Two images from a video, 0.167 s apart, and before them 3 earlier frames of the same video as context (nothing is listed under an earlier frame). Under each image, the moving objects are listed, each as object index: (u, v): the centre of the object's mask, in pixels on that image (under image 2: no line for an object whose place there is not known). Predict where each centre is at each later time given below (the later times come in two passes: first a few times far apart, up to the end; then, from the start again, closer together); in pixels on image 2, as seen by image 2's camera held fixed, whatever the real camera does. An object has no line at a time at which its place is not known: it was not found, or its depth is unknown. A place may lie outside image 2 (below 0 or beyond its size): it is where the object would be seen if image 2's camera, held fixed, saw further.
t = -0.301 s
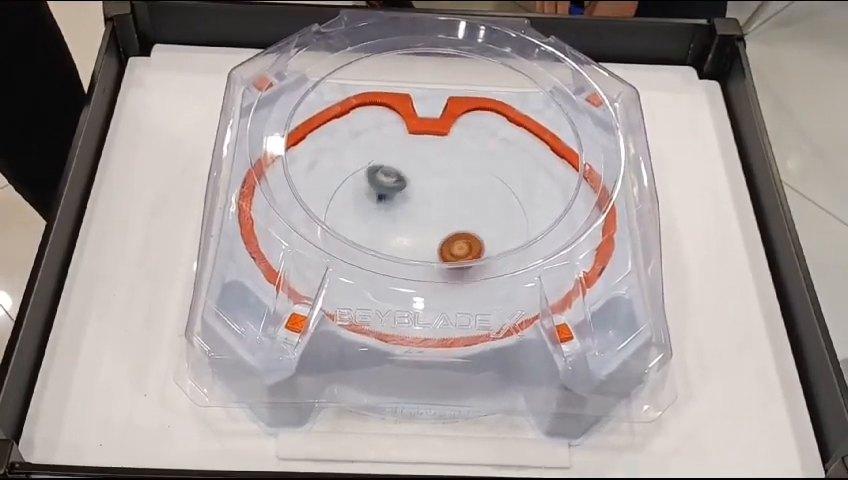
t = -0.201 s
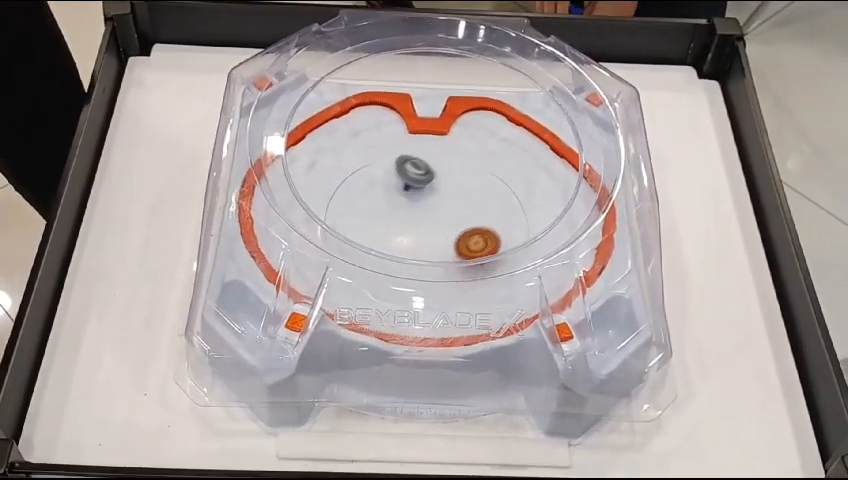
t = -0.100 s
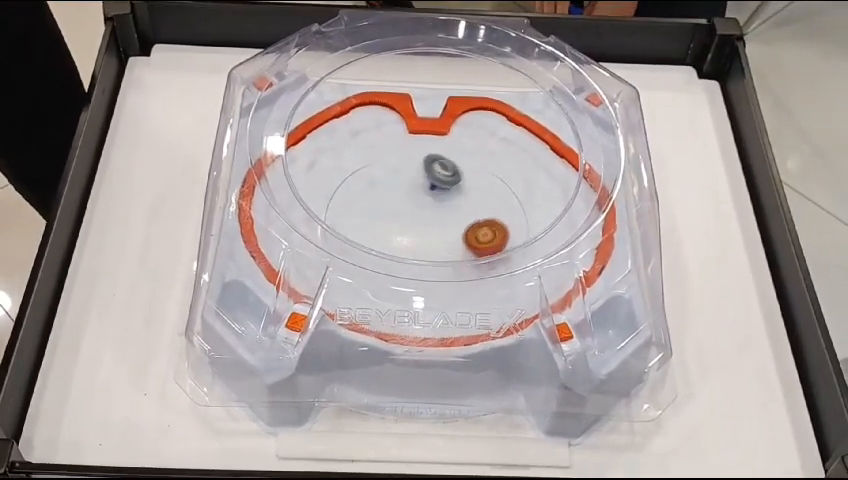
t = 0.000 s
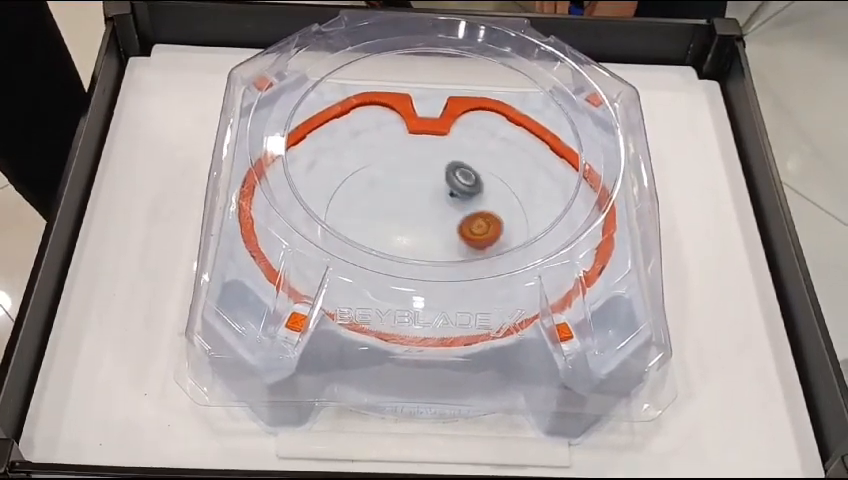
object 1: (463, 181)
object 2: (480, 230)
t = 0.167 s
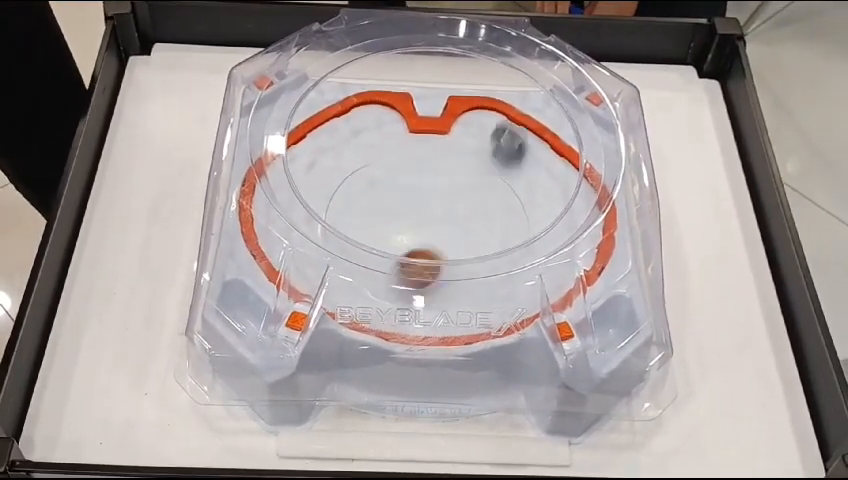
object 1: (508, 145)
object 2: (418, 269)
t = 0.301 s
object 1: (530, 71)
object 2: (359, 304)
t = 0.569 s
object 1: (454, 186)
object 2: (365, 283)
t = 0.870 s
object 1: (519, 201)
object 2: (234, 302)
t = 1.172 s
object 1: (443, 208)
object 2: (333, 184)
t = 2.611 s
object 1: (400, 192)
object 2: (493, 139)
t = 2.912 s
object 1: (470, 240)
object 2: (432, 192)
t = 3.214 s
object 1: (539, 289)
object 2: (407, 228)
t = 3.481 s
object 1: (531, 251)
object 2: (423, 263)
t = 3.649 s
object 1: (500, 234)
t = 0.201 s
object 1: (520, 127)
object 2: (400, 282)
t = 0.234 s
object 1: (525, 96)
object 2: (385, 288)
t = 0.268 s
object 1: (528, 73)
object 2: (370, 294)
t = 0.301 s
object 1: (530, 71)
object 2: (359, 304)
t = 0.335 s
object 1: (529, 82)
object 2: (359, 297)
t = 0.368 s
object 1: (528, 102)
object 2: (360, 296)
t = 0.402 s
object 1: (521, 114)
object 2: (361, 295)
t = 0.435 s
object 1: (509, 125)
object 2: (362, 292)
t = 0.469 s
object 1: (496, 145)
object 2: (363, 292)
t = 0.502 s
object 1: (484, 154)
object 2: (364, 288)
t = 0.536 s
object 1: (469, 166)
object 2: (364, 287)
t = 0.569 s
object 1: (454, 186)
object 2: (365, 283)
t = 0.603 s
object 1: (439, 202)
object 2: (366, 280)
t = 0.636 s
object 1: (424, 219)
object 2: (366, 277)
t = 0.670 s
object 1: (411, 232)
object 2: (366, 271)
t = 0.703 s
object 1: (400, 241)
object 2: (365, 268)
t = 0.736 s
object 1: (407, 241)
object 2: (350, 264)
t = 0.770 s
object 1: (437, 221)
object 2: (311, 264)
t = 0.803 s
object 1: (464, 207)
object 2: (271, 273)
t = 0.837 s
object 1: (492, 199)
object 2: (230, 289)
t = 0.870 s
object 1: (519, 201)
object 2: (234, 302)
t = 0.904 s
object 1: (517, 193)
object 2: (257, 314)
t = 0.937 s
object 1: (511, 189)
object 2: (258, 322)
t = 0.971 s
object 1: (503, 194)
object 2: (258, 290)
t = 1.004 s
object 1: (496, 192)
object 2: (275, 265)
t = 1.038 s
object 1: (486, 191)
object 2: (283, 246)
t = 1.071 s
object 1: (475, 198)
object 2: (296, 236)
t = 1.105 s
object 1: (465, 200)
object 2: (308, 218)
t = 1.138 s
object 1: (454, 204)
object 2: (321, 196)
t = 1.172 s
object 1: (443, 208)
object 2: (333, 184)
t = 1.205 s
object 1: (432, 214)
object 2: (347, 171)
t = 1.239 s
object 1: (421, 219)
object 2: (363, 155)
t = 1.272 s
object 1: (412, 224)
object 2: (379, 147)
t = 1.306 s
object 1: (403, 231)
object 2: (398, 138)
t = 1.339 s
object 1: (397, 235)
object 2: (416, 133)
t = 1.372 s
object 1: (392, 238)
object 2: (433, 128)
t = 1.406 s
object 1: (386, 248)
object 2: (447, 128)
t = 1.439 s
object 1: (383, 254)
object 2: (464, 129)
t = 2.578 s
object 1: (396, 186)
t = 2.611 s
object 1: (400, 192)
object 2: (493, 139)
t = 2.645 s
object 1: (404, 197)
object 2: (482, 142)
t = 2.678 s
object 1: (410, 202)
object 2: (473, 146)
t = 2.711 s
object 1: (417, 207)
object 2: (464, 151)
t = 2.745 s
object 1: (424, 213)
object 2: (457, 158)
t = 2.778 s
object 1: (431, 217)
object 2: (450, 165)
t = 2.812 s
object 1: (440, 221)
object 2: (445, 174)
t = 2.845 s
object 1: (449, 225)
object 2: (441, 184)
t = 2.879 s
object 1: (457, 228)
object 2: (438, 193)
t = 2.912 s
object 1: (470, 240)
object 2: (432, 192)
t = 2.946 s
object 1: (485, 255)
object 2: (426, 190)
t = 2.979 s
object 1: (497, 266)
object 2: (421, 190)
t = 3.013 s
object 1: (507, 276)
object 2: (417, 192)
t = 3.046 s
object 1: (516, 281)
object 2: (413, 196)
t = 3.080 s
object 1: (520, 287)
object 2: (411, 201)
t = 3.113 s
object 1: (526, 291)
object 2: (409, 207)
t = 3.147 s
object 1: (533, 293)
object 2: (408, 214)
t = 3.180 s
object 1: (537, 290)
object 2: (407, 221)
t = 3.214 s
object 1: (539, 289)
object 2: (407, 228)
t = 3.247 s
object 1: (541, 287)
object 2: (408, 234)
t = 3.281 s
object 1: (542, 284)
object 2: (409, 240)
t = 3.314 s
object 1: (541, 276)
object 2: (410, 244)
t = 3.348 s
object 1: (540, 273)
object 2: (412, 252)
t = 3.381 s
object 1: (538, 267)
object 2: (415, 256)
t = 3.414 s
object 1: (537, 264)
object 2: (417, 259)
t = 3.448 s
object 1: (535, 259)
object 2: (420, 261)
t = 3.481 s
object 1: (531, 251)
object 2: (423, 263)
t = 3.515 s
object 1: (527, 247)
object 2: (426, 264)
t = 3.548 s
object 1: (523, 244)
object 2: (429, 264)
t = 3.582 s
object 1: (517, 241)
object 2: (432, 263)
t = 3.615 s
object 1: (510, 237)
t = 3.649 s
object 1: (500, 234)
